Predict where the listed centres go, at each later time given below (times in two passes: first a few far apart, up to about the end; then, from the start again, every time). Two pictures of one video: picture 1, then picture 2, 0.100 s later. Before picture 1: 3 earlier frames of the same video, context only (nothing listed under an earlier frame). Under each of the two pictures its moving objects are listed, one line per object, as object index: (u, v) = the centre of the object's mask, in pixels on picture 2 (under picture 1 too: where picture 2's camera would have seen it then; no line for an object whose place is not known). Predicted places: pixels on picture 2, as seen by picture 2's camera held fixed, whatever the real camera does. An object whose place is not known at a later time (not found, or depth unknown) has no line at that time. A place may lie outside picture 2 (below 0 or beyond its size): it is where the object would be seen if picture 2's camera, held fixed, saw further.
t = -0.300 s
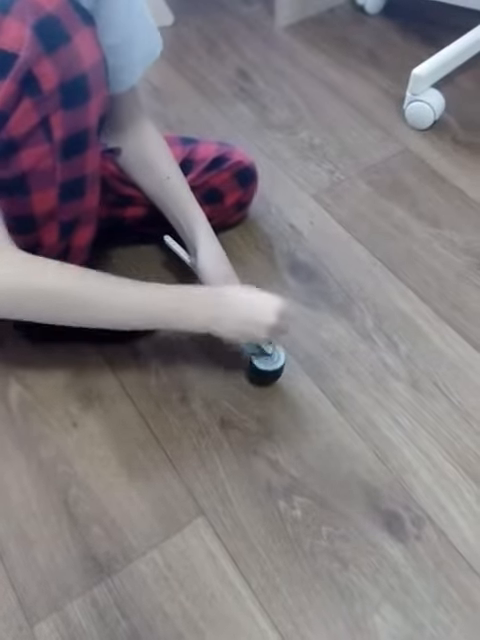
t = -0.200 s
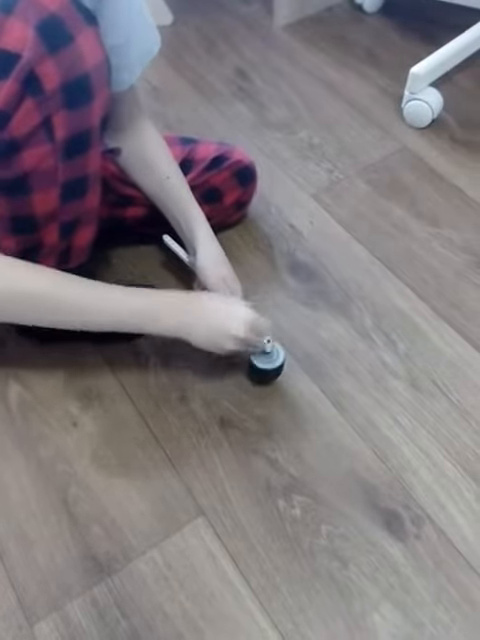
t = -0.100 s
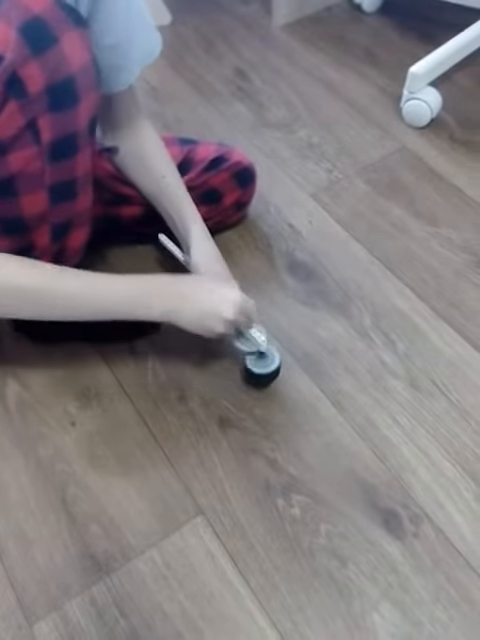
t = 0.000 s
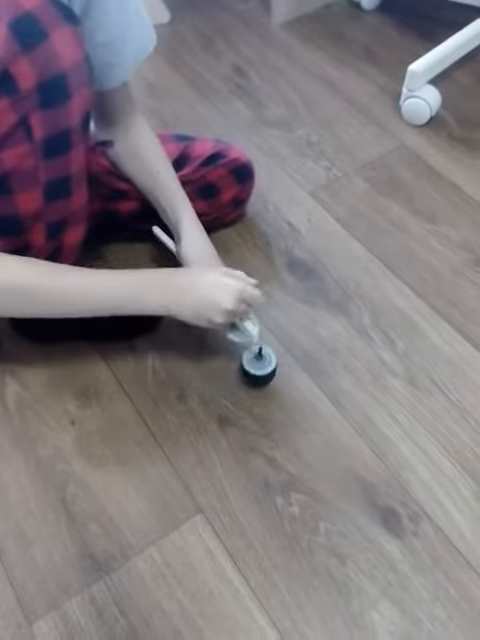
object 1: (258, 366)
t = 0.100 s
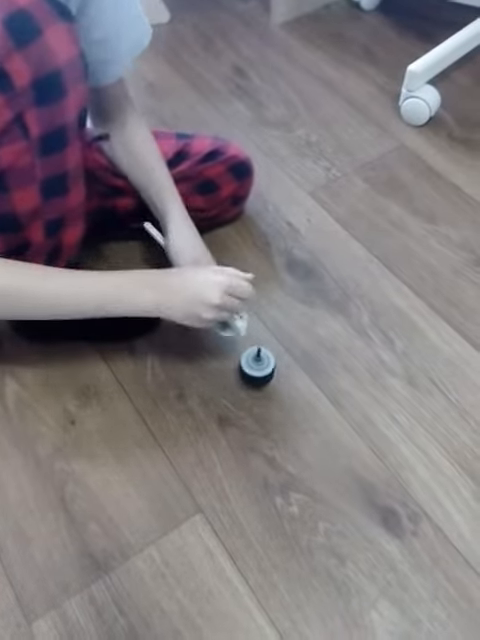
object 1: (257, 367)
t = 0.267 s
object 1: (258, 371)
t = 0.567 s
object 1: (271, 382)
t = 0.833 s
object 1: (293, 388)
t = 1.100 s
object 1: (318, 389)
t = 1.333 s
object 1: (338, 387)
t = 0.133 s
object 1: (256, 367)
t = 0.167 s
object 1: (256, 368)
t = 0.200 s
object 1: (257, 369)
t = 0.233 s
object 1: (258, 371)
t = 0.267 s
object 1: (258, 371)
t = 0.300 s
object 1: (258, 372)
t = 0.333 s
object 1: (259, 375)
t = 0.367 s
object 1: (260, 376)
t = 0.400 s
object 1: (261, 376)
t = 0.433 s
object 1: (263, 377)
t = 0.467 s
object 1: (264, 378)
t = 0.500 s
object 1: (266, 380)
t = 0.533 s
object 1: (269, 380)
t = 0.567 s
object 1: (271, 382)
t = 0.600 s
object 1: (274, 382)
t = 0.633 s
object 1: (277, 384)
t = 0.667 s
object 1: (279, 384)
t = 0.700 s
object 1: (282, 385)
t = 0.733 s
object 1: (284, 385)
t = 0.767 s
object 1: (287, 387)
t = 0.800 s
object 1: (290, 387)
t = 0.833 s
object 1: (293, 388)
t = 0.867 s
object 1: (296, 388)
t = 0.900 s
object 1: (299, 389)
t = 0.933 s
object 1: (303, 389)
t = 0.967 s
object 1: (305, 389)
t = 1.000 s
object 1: (309, 389)
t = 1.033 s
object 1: (312, 390)
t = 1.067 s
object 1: (315, 390)
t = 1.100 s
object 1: (318, 389)
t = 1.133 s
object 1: (321, 390)
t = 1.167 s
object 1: (325, 389)
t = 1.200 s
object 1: (328, 389)
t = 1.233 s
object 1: (331, 388)
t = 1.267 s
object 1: (333, 388)
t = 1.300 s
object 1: (336, 387)
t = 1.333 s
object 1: (338, 387)
